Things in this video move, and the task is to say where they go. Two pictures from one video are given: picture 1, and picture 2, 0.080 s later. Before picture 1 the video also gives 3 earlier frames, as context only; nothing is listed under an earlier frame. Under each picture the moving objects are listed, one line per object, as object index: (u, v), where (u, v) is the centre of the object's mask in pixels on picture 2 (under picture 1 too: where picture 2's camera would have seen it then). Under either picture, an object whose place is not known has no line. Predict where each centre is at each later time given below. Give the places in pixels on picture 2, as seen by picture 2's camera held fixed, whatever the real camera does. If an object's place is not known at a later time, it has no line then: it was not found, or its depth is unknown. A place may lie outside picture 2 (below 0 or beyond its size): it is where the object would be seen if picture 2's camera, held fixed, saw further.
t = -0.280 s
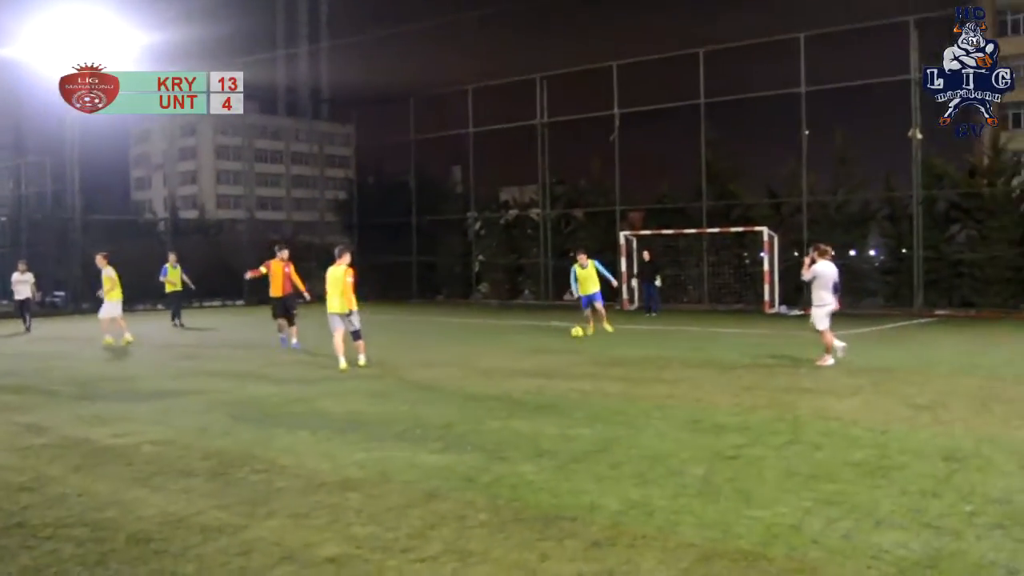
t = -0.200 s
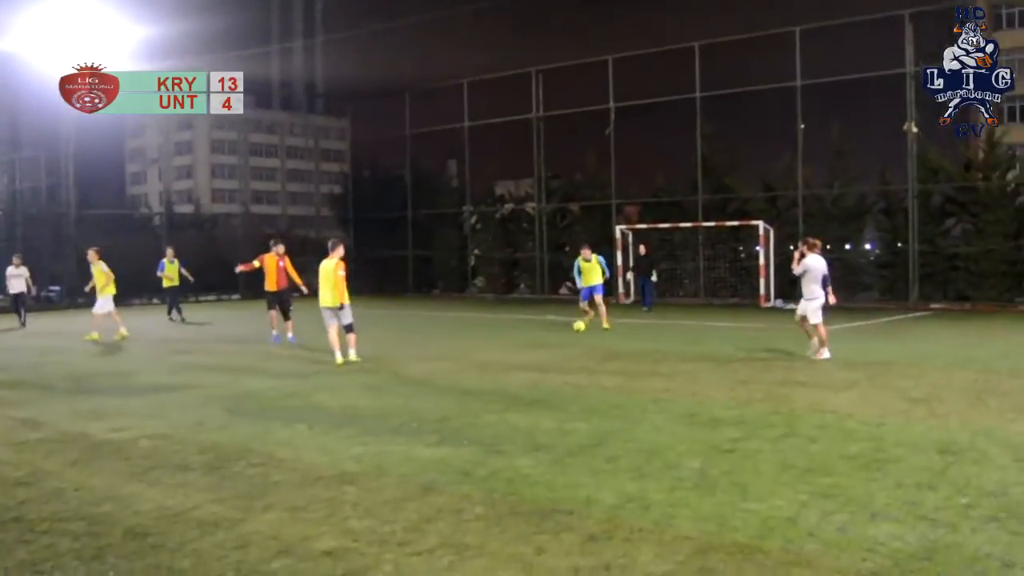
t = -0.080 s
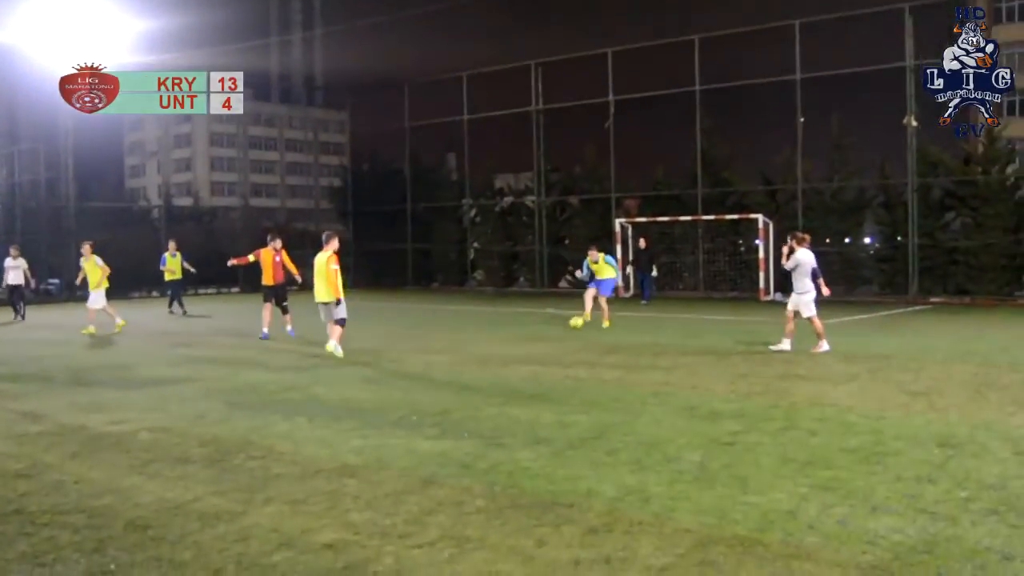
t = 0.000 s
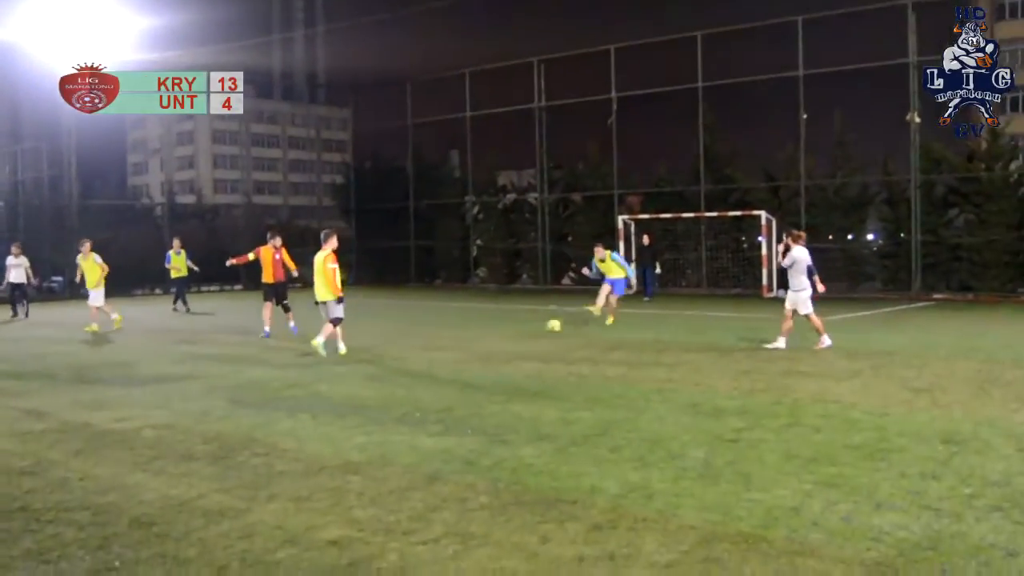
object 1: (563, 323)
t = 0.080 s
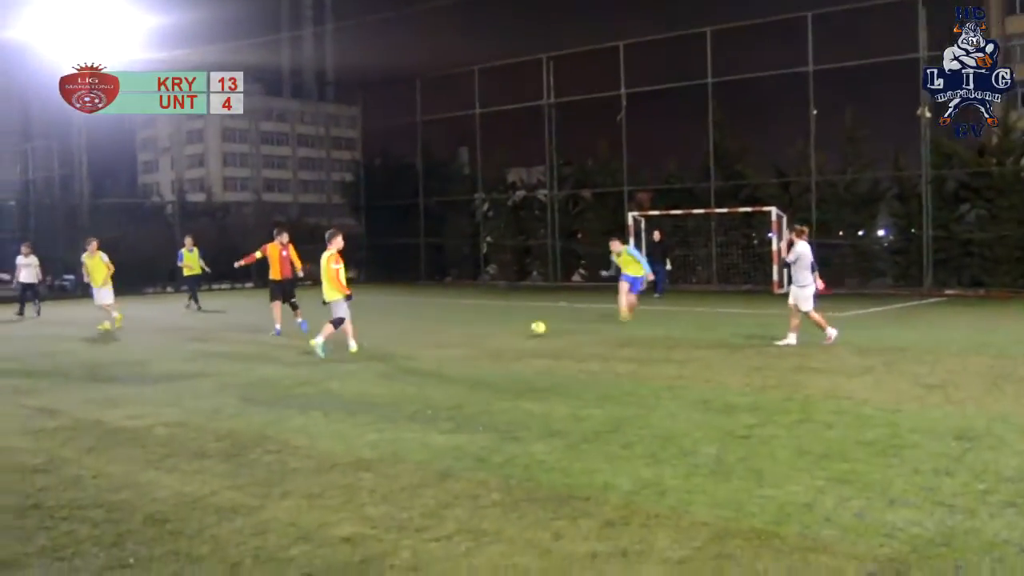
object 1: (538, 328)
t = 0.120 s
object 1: (524, 333)
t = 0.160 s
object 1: (511, 338)
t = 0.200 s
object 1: (496, 342)
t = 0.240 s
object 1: (481, 346)
